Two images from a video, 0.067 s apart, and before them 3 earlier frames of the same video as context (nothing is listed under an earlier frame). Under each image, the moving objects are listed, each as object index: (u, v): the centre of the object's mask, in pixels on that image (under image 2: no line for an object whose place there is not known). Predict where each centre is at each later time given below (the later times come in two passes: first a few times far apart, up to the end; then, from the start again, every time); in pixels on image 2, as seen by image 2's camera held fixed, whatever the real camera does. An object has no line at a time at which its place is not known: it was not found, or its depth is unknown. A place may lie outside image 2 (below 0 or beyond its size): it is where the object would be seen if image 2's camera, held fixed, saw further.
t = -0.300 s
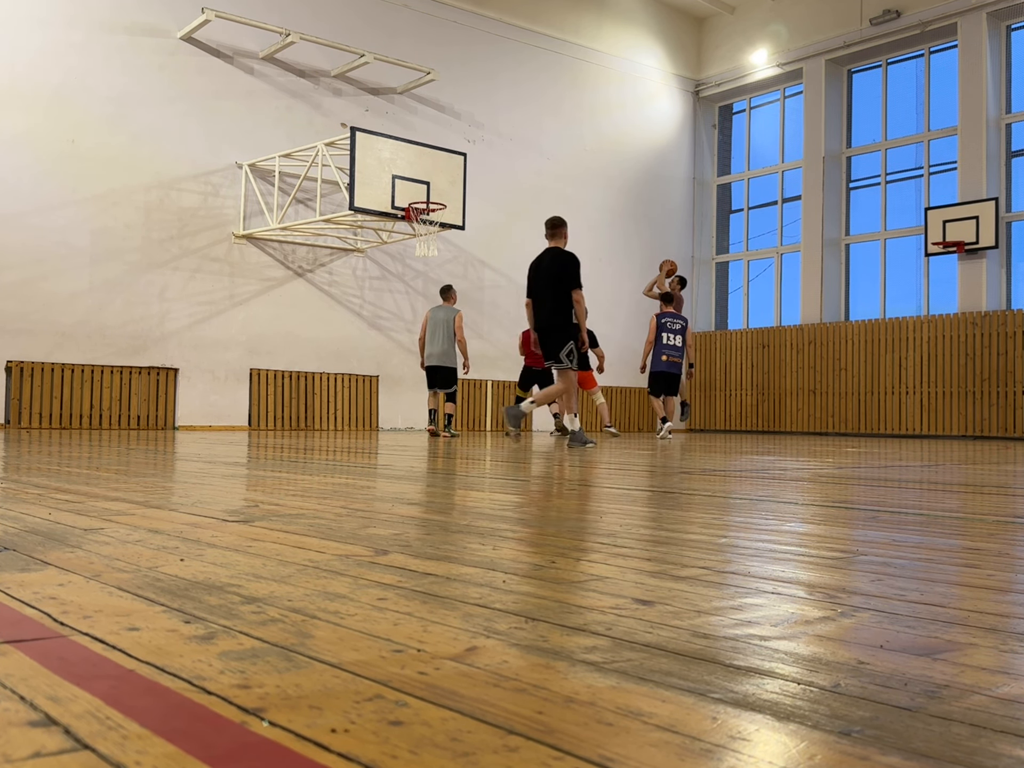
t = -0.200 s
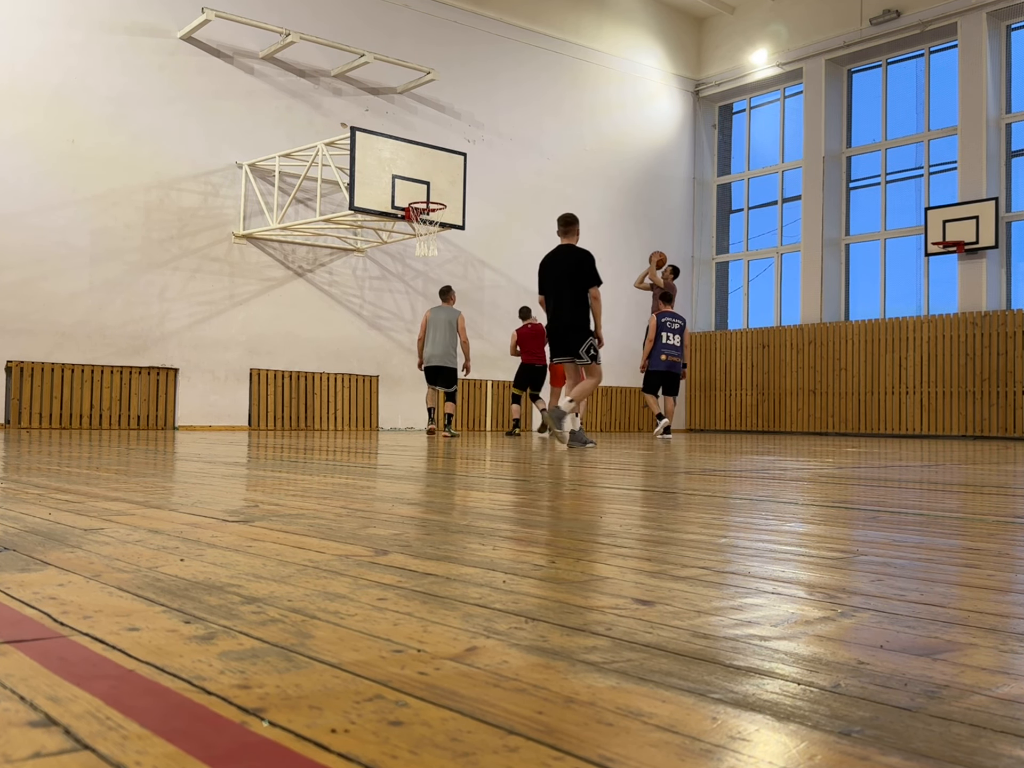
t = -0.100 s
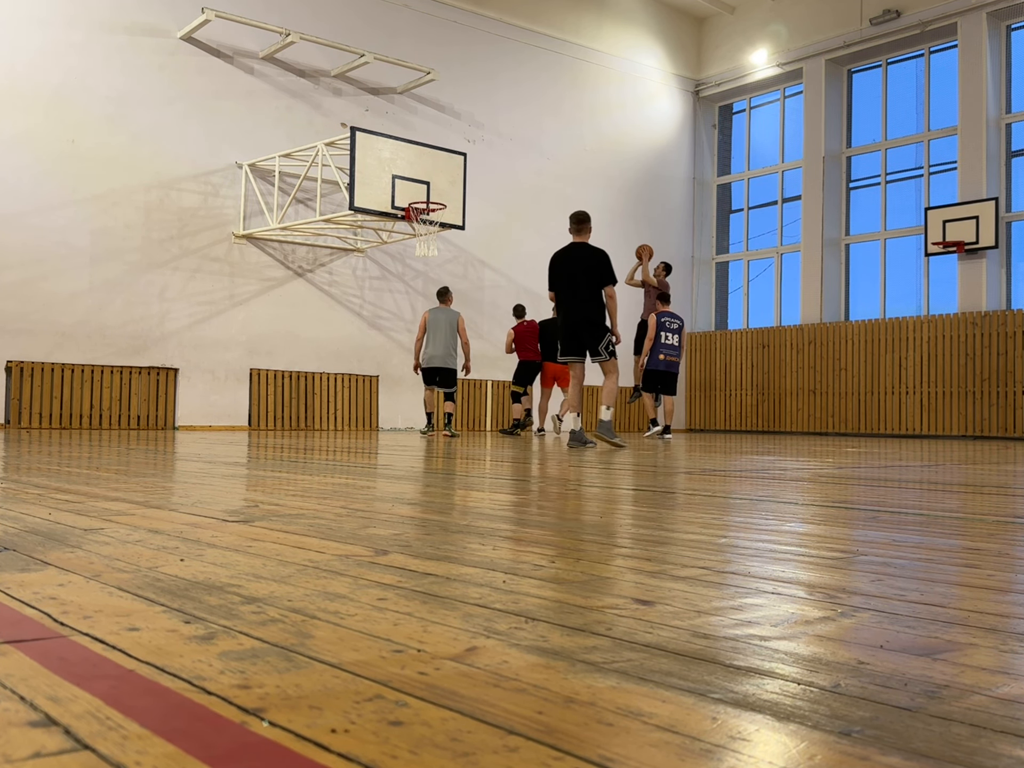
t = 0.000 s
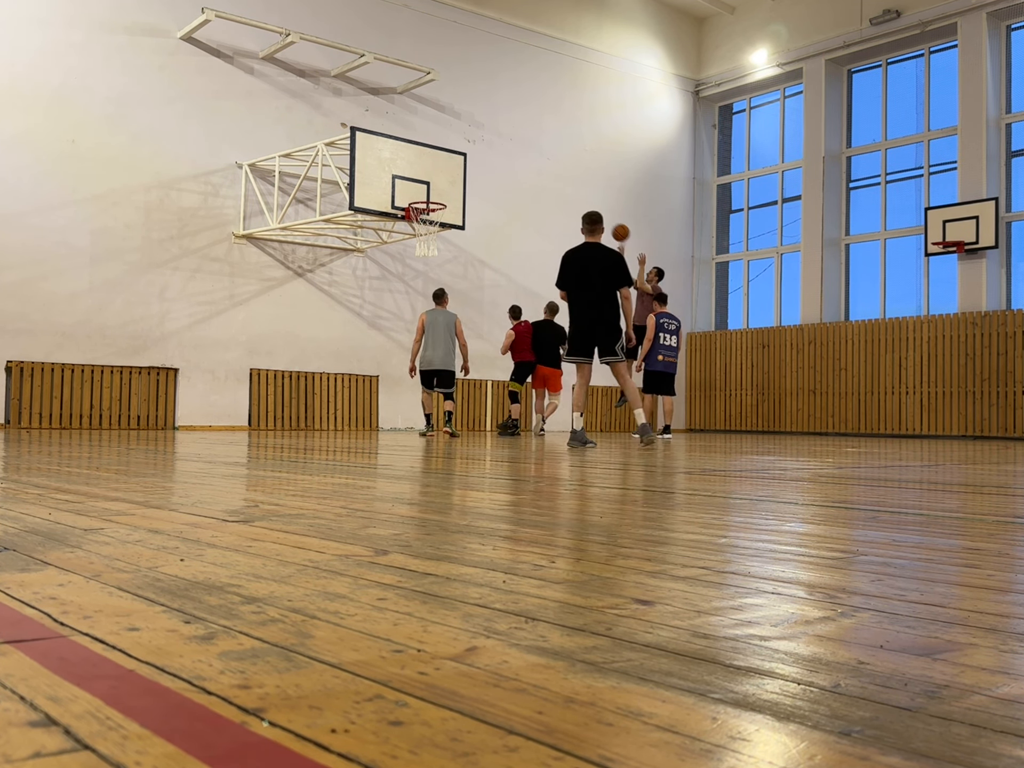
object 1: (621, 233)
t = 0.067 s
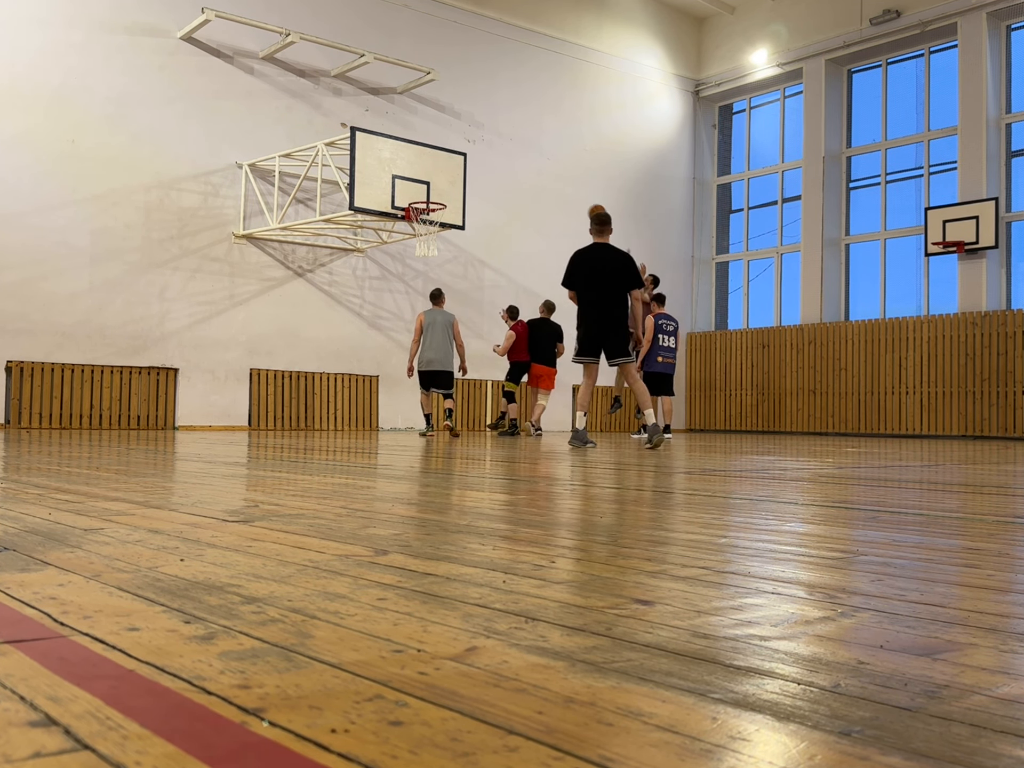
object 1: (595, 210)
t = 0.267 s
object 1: (527, 175)
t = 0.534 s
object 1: (436, 169)
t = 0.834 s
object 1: (424, 189)
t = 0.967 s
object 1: (423, 192)
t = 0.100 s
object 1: (585, 205)
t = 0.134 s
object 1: (573, 197)
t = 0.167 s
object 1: (562, 190)
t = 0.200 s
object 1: (550, 184)
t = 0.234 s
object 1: (538, 179)
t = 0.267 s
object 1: (527, 175)
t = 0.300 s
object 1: (515, 171)
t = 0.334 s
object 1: (503, 169)
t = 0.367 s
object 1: (491, 167)
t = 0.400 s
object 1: (480, 166)
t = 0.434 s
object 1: (468, 165)
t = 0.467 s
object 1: (456, 166)
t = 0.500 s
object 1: (444, 167)
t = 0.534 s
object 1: (436, 169)
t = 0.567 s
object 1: (434, 170)
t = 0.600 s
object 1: (433, 172)
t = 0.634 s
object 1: (431, 175)
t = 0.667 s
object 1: (429, 178)
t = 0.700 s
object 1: (428, 182)
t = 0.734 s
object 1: (426, 188)
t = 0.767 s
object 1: (425, 193)
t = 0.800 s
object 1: (425, 191)
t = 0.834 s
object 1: (424, 189)
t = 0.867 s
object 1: (424, 189)
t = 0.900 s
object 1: (424, 189)
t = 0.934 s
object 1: (423, 190)
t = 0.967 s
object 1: (423, 192)
